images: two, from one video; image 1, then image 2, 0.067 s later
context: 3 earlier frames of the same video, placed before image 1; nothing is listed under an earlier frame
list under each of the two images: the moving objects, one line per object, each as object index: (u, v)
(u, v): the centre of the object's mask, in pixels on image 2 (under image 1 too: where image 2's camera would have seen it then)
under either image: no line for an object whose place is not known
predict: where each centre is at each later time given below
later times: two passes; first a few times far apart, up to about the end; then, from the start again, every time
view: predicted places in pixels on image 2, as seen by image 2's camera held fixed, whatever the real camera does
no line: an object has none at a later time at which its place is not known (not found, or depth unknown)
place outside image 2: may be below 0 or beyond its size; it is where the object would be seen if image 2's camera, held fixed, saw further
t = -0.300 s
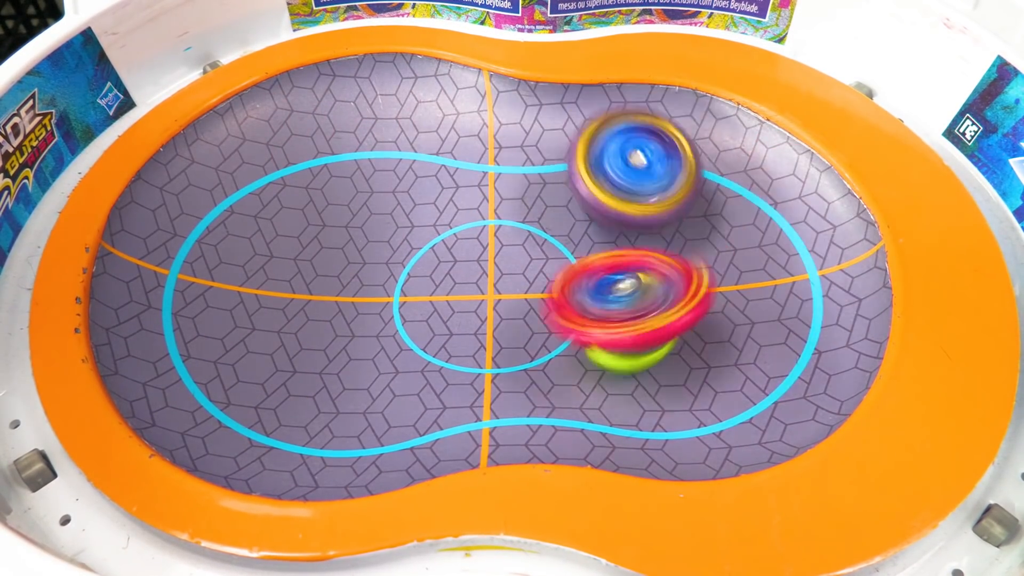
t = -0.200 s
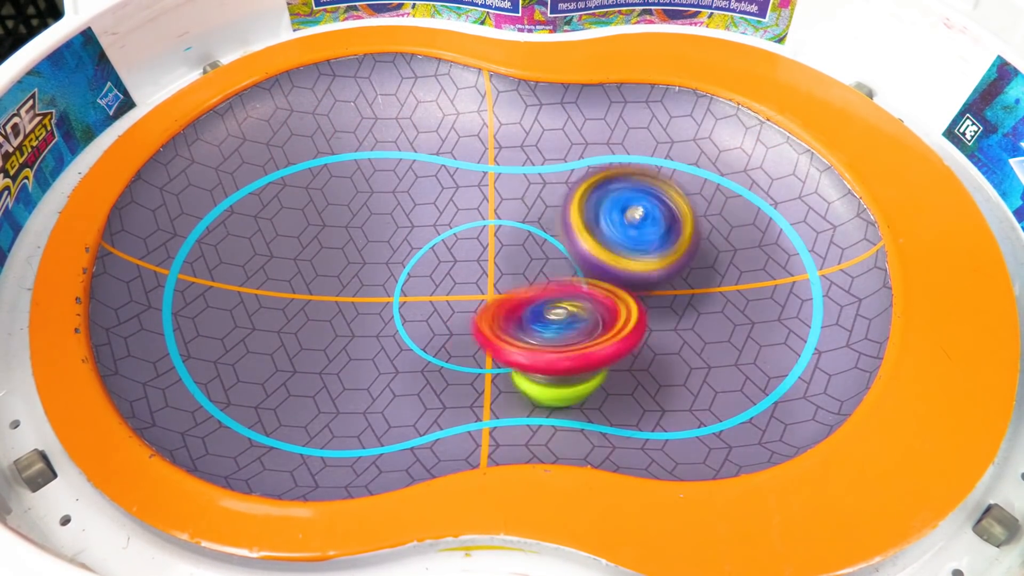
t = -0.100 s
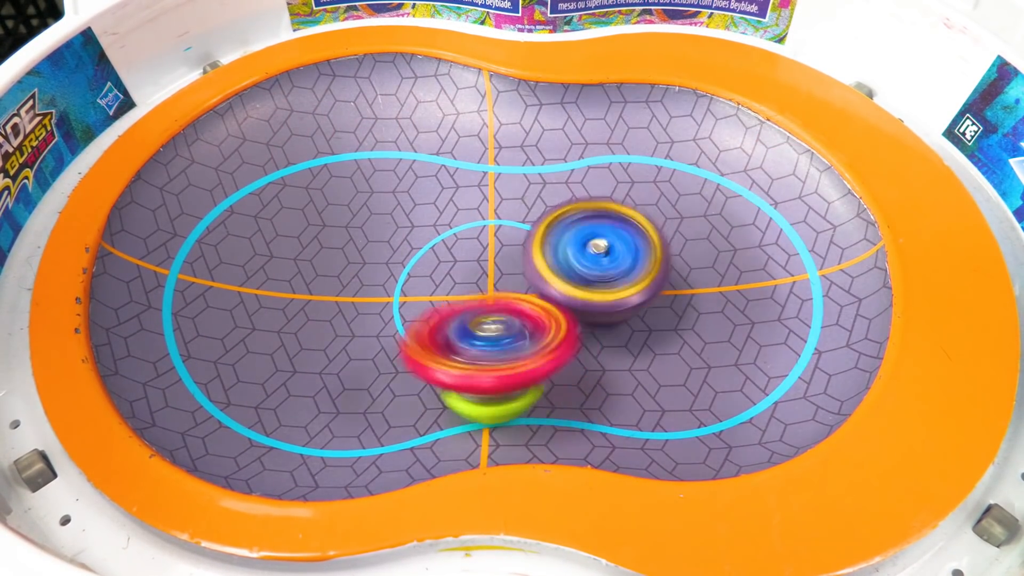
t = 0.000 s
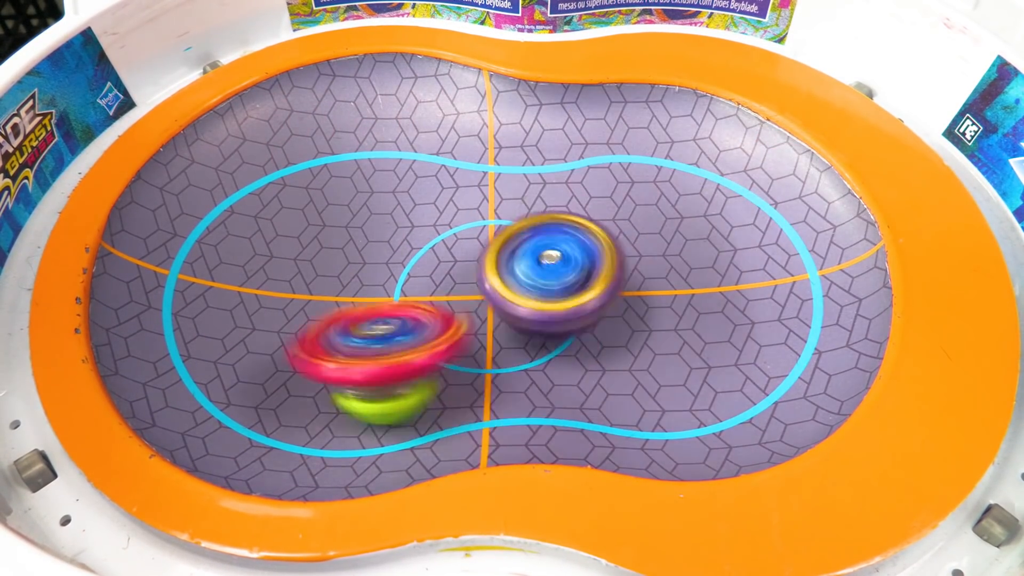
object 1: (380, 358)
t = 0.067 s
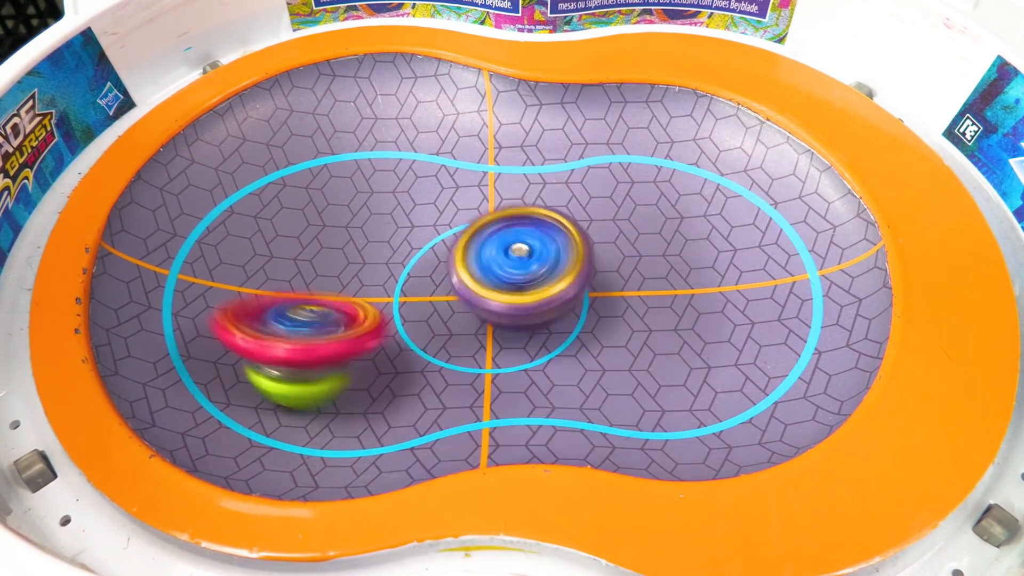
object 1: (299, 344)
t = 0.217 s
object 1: (179, 263)
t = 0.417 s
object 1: (268, 189)
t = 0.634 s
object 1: (415, 104)
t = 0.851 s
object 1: (493, 172)
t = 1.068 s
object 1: (646, 367)
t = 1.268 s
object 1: (762, 331)
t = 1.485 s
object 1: (643, 200)
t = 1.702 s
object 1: (553, 113)
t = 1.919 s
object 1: (478, 121)
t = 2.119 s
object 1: (496, 113)
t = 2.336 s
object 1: (480, 210)
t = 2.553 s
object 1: (442, 294)
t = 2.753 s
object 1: (400, 287)
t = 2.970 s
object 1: (399, 264)
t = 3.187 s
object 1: (356, 297)
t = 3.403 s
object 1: (315, 272)
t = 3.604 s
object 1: (333, 287)
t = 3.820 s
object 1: (370, 322)
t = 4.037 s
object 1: (393, 330)
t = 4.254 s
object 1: (398, 310)
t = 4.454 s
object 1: (408, 275)
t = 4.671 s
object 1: (432, 295)
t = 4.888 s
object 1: (463, 303)
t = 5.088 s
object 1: (473, 295)
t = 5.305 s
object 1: (469, 291)
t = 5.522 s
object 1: (469, 290)
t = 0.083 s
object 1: (280, 336)
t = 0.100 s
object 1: (263, 329)
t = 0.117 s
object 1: (247, 322)
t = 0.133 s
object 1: (231, 312)
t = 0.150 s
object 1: (216, 302)
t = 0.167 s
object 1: (204, 293)
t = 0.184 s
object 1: (194, 283)
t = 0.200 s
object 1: (184, 272)
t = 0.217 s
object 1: (179, 263)
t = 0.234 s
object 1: (176, 255)
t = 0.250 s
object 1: (175, 246)
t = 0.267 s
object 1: (175, 238)
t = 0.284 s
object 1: (179, 231)
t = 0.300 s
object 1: (185, 223)
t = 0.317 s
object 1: (191, 217)
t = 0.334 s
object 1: (201, 213)
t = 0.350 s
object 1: (211, 208)
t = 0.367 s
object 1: (224, 202)
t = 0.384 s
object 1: (236, 197)
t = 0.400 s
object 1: (252, 195)
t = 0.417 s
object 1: (268, 189)
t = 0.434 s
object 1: (282, 185)
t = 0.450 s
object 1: (298, 181)
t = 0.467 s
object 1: (310, 175)
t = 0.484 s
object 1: (322, 169)
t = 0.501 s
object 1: (329, 163)
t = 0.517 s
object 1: (338, 154)
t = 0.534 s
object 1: (350, 140)
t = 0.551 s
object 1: (362, 136)
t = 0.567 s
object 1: (372, 126)
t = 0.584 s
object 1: (386, 120)
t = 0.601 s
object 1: (397, 114)
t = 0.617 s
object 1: (405, 111)
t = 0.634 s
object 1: (415, 104)
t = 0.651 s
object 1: (426, 103)
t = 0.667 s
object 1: (433, 101)
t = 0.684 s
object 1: (439, 101)
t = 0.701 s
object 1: (446, 101)
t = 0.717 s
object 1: (454, 107)
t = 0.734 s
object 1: (457, 110)
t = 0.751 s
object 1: (463, 116)
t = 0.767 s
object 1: (467, 125)
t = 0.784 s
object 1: (472, 132)
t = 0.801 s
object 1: (477, 141)
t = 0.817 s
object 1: (481, 150)
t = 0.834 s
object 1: (485, 161)
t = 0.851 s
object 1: (493, 172)
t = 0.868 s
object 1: (498, 188)
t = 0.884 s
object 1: (505, 201)
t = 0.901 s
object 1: (512, 216)
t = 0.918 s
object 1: (524, 228)
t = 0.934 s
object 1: (533, 244)
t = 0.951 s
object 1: (545, 257)
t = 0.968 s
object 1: (558, 275)
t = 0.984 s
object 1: (570, 287)
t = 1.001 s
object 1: (585, 304)
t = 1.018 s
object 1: (599, 319)
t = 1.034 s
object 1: (614, 336)
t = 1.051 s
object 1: (626, 350)
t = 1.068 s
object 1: (646, 367)
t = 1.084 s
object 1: (661, 382)
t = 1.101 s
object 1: (680, 392)
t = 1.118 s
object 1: (698, 398)
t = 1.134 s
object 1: (721, 399)
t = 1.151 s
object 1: (738, 400)
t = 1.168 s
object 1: (748, 393)
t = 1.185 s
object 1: (758, 387)
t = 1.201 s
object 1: (767, 380)
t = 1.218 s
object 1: (769, 373)
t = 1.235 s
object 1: (765, 359)
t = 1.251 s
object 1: (765, 346)
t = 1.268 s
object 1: (762, 331)
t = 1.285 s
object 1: (755, 316)
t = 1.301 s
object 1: (746, 303)
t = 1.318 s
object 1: (738, 283)
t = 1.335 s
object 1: (730, 281)
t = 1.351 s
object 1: (721, 268)
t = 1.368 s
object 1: (710, 249)
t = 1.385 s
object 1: (699, 249)
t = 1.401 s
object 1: (688, 242)
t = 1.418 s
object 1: (682, 224)
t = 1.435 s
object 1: (670, 226)
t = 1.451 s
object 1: (662, 218)
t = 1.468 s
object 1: (652, 209)
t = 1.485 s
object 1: (643, 200)
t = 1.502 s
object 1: (635, 192)
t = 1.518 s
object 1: (627, 184)
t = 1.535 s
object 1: (620, 176)
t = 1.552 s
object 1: (613, 166)
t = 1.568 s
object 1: (606, 157)
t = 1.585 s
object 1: (599, 149)
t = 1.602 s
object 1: (591, 142)
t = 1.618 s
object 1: (585, 137)
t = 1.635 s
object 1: (580, 130)
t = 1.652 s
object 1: (573, 125)
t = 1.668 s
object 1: (565, 119)
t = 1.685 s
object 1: (560, 115)
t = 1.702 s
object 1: (553, 113)
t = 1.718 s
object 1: (547, 110)
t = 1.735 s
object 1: (541, 110)
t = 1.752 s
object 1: (534, 108)
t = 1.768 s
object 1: (528, 107)
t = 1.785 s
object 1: (522, 107)
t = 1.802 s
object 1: (517, 108)
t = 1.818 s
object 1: (512, 108)
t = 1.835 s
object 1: (505, 111)
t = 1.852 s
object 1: (500, 111)
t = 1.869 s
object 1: (494, 112)
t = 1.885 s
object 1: (487, 115)
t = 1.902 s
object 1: (482, 118)
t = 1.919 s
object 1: (478, 121)
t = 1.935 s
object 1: (476, 122)
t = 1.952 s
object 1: (476, 123)
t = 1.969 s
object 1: (476, 124)
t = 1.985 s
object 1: (484, 119)
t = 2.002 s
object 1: (489, 118)
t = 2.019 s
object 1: (492, 115)
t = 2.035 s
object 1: (493, 113)
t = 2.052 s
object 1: (493, 111)
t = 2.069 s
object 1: (494, 109)
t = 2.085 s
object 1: (494, 110)
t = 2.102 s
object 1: (496, 111)
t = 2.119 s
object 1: (496, 113)
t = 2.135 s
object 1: (496, 116)
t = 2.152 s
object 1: (496, 119)
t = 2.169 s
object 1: (497, 122)
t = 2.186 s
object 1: (497, 126)
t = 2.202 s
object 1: (499, 131)
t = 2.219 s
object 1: (501, 139)
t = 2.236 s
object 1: (500, 147)
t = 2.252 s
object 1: (499, 159)
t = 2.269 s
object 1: (495, 170)
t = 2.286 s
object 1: (491, 181)
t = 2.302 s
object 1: (488, 190)
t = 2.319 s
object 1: (484, 200)
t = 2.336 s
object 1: (480, 210)
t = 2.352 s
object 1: (477, 220)
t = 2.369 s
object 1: (472, 230)
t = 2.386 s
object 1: (468, 238)
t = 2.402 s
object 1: (463, 247)
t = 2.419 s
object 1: (456, 256)
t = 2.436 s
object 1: (451, 265)
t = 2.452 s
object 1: (450, 271)
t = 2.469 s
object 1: (452, 275)
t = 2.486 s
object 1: (455, 279)
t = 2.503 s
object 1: (454, 283)
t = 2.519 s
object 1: (450, 287)
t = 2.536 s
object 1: (447, 291)
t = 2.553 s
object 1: (442, 294)
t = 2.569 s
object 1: (436, 295)
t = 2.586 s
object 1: (434, 296)
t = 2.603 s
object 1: (430, 296)
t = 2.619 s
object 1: (425, 295)
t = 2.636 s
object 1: (423, 295)
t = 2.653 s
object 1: (418, 294)
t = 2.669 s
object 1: (412, 292)
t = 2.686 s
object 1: (411, 291)
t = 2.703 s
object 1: (408, 291)
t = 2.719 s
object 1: (405, 289)
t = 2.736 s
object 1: (401, 286)
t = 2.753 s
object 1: (400, 287)
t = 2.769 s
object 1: (399, 290)
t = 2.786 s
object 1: (395, 289)
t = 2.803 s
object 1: (394, 287)
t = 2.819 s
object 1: (394, 285)
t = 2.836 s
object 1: (395, 284)
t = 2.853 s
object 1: (399, 283)
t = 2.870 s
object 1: (401, 280)
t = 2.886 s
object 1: (403, 276)
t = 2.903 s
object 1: (403, 274)
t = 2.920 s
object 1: (404, 273)
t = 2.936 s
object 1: (403, 271)
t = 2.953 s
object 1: (401, 268)
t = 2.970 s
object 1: (399, 264)
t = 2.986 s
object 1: (398, 260)
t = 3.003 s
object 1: (395, 258)
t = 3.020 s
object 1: (392, 260)
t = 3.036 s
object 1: (388, 262)
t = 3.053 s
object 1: (386, 263)
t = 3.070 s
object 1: (383, 264)
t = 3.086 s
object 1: (382, 270)
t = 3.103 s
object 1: (378, 276)
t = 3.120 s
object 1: (373, 282)
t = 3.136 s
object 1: (369, 286)
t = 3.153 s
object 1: (365, 290)
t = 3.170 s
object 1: (361, 294)
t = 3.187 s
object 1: (356, 297)
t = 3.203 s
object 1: (353, 298)
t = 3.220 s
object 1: (349, 298)
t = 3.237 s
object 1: (344, 298)
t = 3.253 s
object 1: (338, 296)
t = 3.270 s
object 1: (335, 296)
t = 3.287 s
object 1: (331, 294)
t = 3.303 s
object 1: (326, 292)
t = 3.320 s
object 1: (321, 288)
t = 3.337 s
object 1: (320, 286)
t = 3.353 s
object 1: (317, 283)
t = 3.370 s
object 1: (314, 279)
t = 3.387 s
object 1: (314, 275)
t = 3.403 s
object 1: (315, 272)
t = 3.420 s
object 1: (316, 268)
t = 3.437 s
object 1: (315, 274)
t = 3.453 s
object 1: (311, 279)
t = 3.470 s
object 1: (308, 282)
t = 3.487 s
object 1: (307, 282)
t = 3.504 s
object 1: (308, 282)
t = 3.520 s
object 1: (311, 282)
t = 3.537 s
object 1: (316, 282)
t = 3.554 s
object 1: (321, 282)
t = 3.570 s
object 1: (324, 282)
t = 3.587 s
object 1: (330, 283)
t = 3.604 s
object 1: (333, 287)
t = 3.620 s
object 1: (334, 288)
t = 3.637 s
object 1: (335, 288)
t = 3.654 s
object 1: (337, 288)
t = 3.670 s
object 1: (340, 285)
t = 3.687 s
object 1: (344, 283)
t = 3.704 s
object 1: (349, 280)
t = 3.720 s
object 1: (356, 282)
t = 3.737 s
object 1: (360, 292)
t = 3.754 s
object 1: (361, 304)
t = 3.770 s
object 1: (361, 312)
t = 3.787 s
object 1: (360, 317)
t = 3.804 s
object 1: (365, 320)
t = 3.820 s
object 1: (370, 322)
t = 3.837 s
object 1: (375, 321)
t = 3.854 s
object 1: (379, 322)
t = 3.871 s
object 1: (382, 322)
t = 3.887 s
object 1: (385, 322)
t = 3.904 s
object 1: (385, 322)
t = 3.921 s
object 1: (387, 321)
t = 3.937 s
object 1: (389, 320)
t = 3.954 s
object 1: (390, 318)
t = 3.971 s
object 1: (390, 316)
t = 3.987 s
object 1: (392, 314)
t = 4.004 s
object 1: (395, 317)
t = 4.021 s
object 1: (396, 325)
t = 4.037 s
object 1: (393, 330)
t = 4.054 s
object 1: (389, 334)
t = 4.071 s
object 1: (384, 333)
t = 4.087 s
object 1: (383, 332)
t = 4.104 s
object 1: (385, 330)
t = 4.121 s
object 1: (388, 329)
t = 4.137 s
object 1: (388, 327)
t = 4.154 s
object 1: (391, 321)
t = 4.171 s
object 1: (391, 315)
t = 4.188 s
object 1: (392, 310)
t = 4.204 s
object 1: (395, 311)
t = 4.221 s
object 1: (398, 310)
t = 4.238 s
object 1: (400, 309)
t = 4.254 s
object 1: (398, 310)
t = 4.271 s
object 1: (396, 311)
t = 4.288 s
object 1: (392, 311)
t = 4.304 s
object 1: (389, 308)
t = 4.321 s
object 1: (386, 304)
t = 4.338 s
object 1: (384, 299)
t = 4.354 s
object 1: (384, 294)
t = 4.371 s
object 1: (386, 291)
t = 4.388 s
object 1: (387, 288)
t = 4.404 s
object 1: (392, 285)
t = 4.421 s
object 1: (395, 282)
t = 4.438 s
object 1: (399, 277)
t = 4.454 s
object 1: (408, 275)
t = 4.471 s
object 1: (412, 273)
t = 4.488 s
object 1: (410, 274)
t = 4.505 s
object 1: (406, 272)
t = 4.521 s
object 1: (402, 266)
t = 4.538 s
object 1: (399, 260)
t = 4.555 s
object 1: (399, 254)
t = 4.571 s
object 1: (402, 252)
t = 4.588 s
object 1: (407, 254)
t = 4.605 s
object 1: (415, 264)
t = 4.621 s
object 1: (421, 274)
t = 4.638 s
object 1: (425, 284)
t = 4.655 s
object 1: (428, 292)
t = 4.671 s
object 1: (432, 295)
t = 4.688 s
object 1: (437, 297)
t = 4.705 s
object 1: (441, 301)
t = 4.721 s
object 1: (444, 304)
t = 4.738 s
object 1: (446, 308)
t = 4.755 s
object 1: (448, 309)
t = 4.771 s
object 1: (450, 308)
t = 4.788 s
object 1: (450, 306)
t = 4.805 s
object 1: (457, 306)
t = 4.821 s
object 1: (460, 307)
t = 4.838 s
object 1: (463, 307)
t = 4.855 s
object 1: (466, 308)
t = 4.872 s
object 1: (465, 307)
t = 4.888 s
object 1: (463, 303)
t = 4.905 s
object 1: (462, 300)
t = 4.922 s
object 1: (461, 297)
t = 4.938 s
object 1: (461, 295)
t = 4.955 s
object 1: (462, 295)
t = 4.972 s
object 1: (464, 295)
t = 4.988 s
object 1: (467, 296)
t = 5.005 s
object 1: (469, 297)
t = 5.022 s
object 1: (470, 297)
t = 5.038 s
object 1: (472, 297)
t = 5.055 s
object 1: (473, 297)
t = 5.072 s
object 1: (474, 296)
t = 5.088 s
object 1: (473, 295)
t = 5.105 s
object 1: (473, 295)
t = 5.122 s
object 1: (472, 294)
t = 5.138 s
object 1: (471, 294)
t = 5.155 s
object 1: (471, 293)
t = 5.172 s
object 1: (471, 293)
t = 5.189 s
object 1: (471, 292)
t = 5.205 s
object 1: (471, 292)
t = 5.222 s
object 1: (471, 292)
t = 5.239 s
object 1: (470, 292)
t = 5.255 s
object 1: (470, 292)
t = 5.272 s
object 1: (469, 291)
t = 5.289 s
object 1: (469, 291)
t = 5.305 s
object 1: (469, 291)
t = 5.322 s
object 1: (469, 291)
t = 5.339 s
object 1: (469, 291)
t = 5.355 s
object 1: (469, 291)
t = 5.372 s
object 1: (469, 291)
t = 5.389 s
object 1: (469, 291)
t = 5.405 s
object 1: (469, 291)
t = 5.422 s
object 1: (469, 291)
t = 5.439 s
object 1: (469, 291)
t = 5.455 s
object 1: (469, 291)
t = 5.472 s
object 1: (469, 290)
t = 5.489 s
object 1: (469, 290)
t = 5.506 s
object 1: (469, 290)
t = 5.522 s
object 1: (469, 290)
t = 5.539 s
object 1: (469, 291)
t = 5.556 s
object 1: (469, 291)
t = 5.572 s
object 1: (469, 291)
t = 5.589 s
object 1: (469, 291)
